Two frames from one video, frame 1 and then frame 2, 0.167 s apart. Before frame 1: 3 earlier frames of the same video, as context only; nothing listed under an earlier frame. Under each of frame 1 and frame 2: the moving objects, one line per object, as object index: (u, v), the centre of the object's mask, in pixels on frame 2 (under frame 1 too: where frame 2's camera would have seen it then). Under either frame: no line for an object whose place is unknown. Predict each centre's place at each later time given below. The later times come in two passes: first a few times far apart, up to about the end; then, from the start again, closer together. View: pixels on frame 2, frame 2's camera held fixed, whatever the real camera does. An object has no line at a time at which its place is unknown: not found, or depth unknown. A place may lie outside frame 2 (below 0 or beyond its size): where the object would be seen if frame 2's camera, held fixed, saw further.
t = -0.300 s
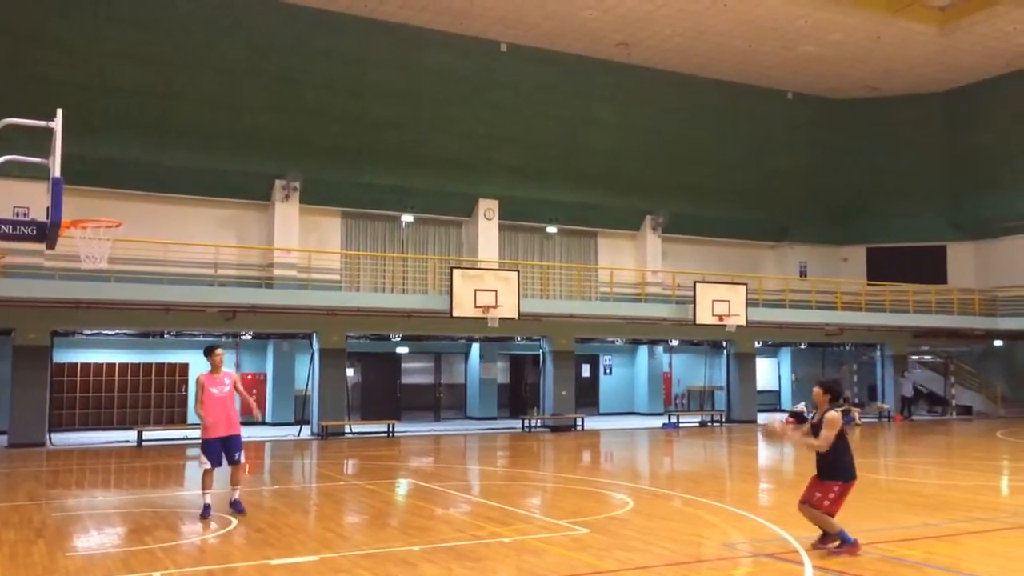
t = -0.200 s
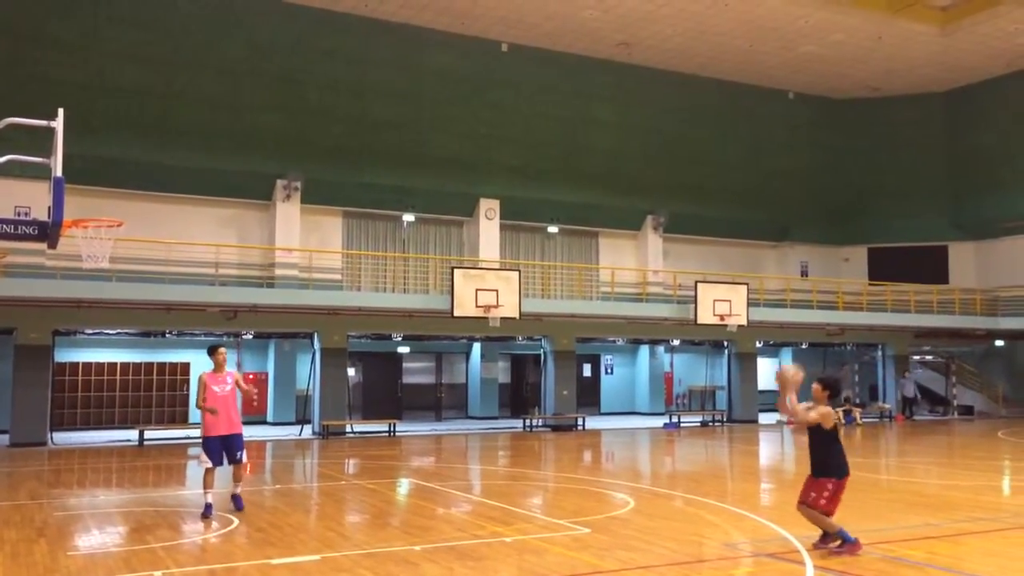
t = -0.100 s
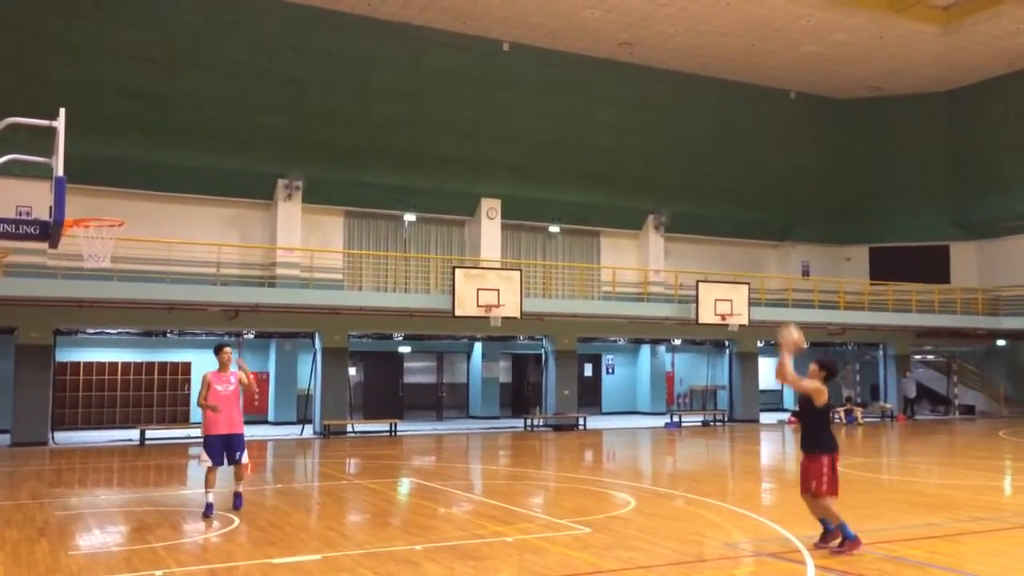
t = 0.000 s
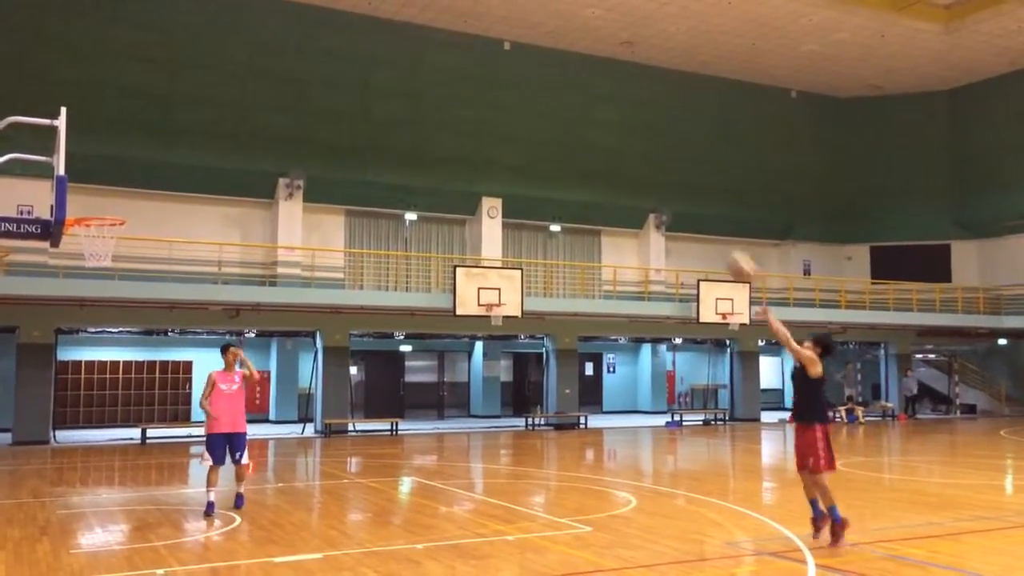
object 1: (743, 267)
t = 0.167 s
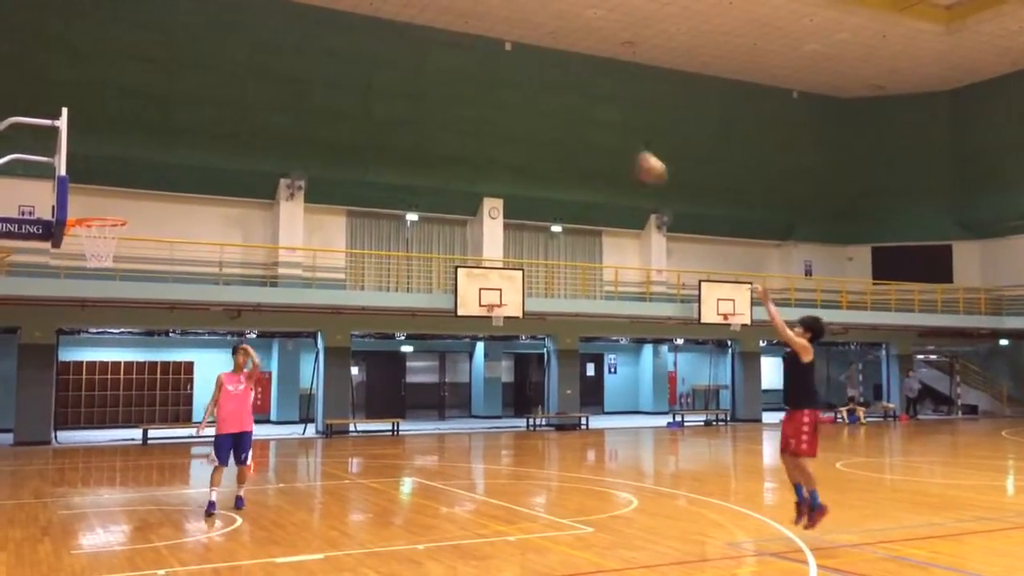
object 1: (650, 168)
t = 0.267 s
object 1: (597, 122)
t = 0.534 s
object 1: (462, 53)
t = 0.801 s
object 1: (335, 55)
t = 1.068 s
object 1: (211, 124)
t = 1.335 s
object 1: (149, 199)
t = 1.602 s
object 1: (250, 186)
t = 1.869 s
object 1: (363, 254)
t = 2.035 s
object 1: (442, 351)
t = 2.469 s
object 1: (655, 439)
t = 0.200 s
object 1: (632, 152)
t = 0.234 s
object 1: (615, 136)
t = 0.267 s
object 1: (597, 122)
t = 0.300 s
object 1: (580, 110)
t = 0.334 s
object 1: (562, 98)
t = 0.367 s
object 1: (545, 87)
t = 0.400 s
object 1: (528, 78)
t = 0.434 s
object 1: (511, 70)
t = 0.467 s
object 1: (494, 63)
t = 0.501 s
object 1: (477, 57)
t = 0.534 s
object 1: (462, 53)
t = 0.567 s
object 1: (446, 49)
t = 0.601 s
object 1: (430, 47)
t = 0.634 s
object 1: (414, 46)
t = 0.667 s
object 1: (399, 45)
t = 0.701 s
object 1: (383, 46)
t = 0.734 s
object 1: (367, 47)
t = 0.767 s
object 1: (351, 51)
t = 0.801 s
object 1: (335, 55)
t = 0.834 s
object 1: (319, 60)
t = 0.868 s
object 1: (304, 66)
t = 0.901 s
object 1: (289, 73)
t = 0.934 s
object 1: (273, 82)
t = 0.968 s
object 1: (257, 91)
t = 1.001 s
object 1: (242, 101)
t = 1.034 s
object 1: (226, 113)
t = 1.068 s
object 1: (211, 124)
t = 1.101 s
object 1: (196, 138)
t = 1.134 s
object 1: (181, 152)
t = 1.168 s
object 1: (166, 167)
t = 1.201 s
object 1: (151, 183)
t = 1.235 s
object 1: (135, 202)
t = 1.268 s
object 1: (127, 213)
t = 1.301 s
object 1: (137, 206)
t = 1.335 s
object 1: (149, 199)
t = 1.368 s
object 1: (161, 194)
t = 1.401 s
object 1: (174, 189)
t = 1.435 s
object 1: (187, 185)
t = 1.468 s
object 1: (199, 184)
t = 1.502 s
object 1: (211, 183)
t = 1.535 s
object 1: (223, 183)
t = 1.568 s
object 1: (236, 183)
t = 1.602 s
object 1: (250, 186)
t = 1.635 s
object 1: (263, 189)
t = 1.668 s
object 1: (275, 194)
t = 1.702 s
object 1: (289, 201)
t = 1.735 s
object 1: (303, 209)
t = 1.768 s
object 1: (318, 218)
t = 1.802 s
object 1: (331, 233)
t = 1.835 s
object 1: (348, 241)
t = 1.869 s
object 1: (363, 254)
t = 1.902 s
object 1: (377, 271)
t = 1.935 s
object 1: (391, 287)
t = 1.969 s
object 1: (410, 309)
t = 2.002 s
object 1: (425, 328)
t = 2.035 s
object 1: (442, 351)
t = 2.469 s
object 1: (655, 439)
